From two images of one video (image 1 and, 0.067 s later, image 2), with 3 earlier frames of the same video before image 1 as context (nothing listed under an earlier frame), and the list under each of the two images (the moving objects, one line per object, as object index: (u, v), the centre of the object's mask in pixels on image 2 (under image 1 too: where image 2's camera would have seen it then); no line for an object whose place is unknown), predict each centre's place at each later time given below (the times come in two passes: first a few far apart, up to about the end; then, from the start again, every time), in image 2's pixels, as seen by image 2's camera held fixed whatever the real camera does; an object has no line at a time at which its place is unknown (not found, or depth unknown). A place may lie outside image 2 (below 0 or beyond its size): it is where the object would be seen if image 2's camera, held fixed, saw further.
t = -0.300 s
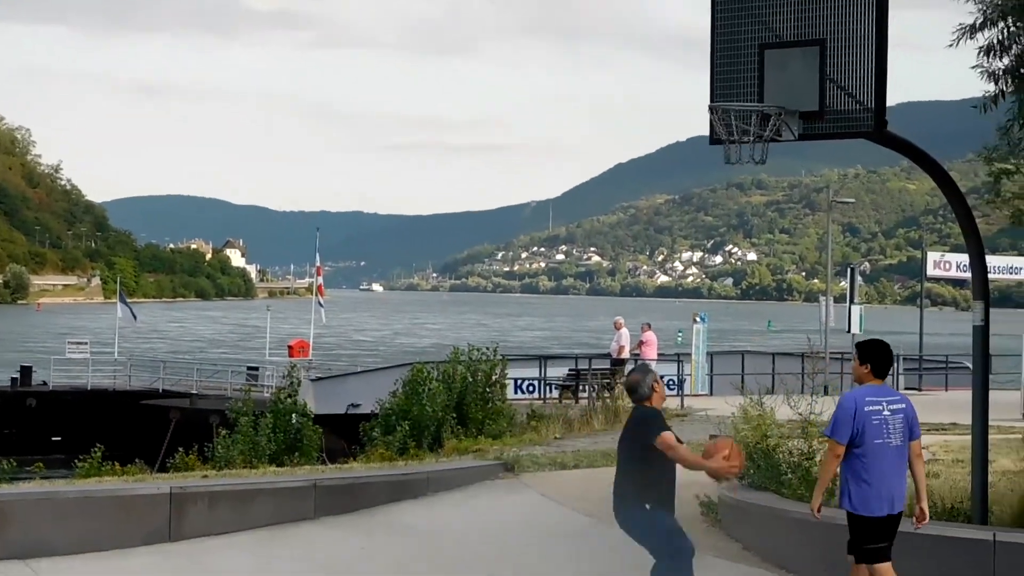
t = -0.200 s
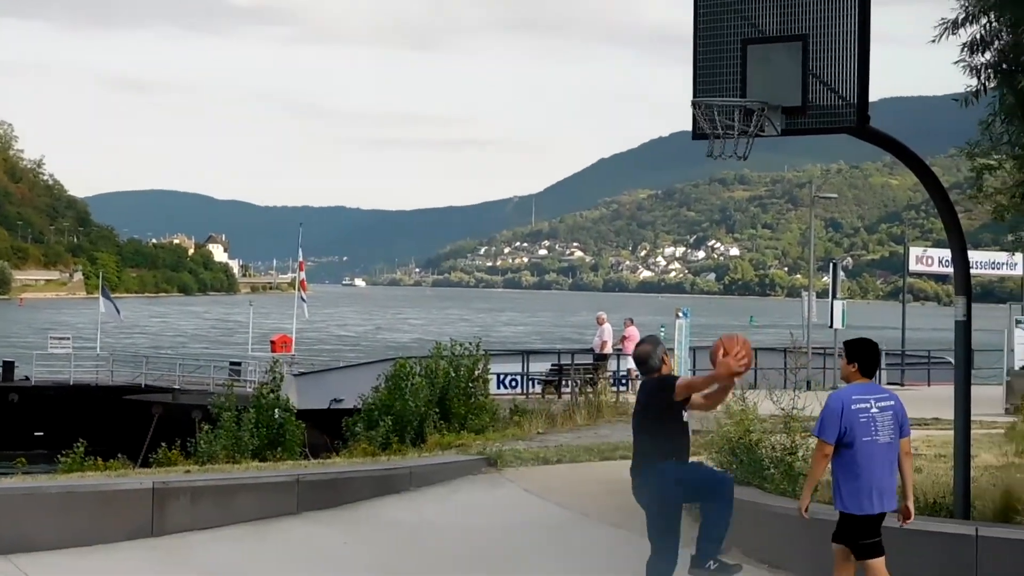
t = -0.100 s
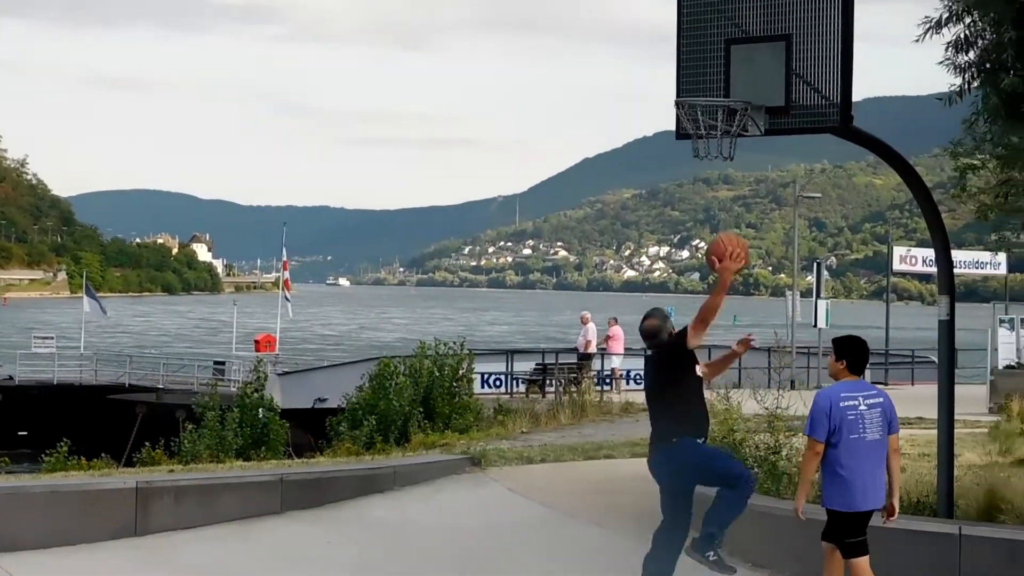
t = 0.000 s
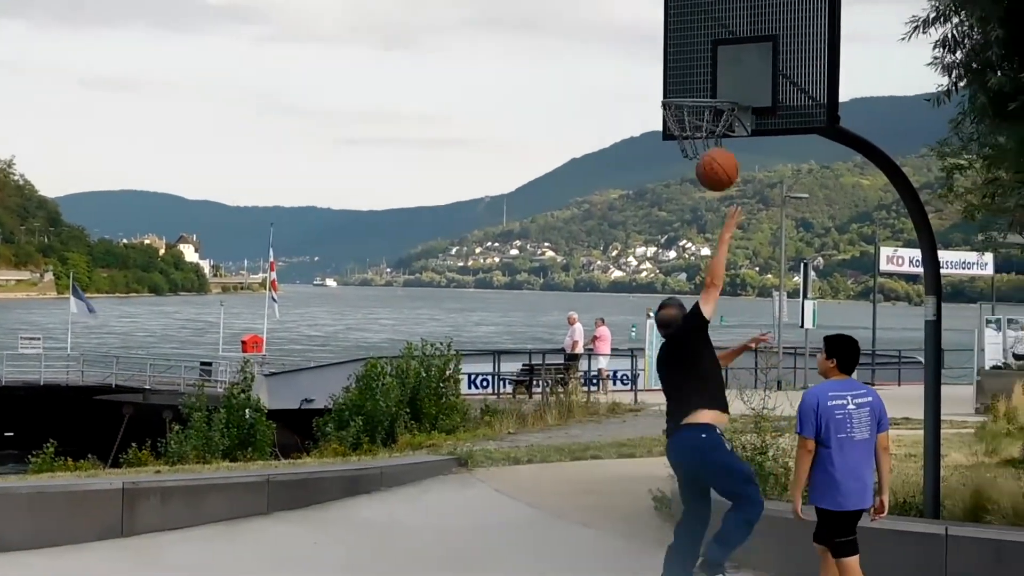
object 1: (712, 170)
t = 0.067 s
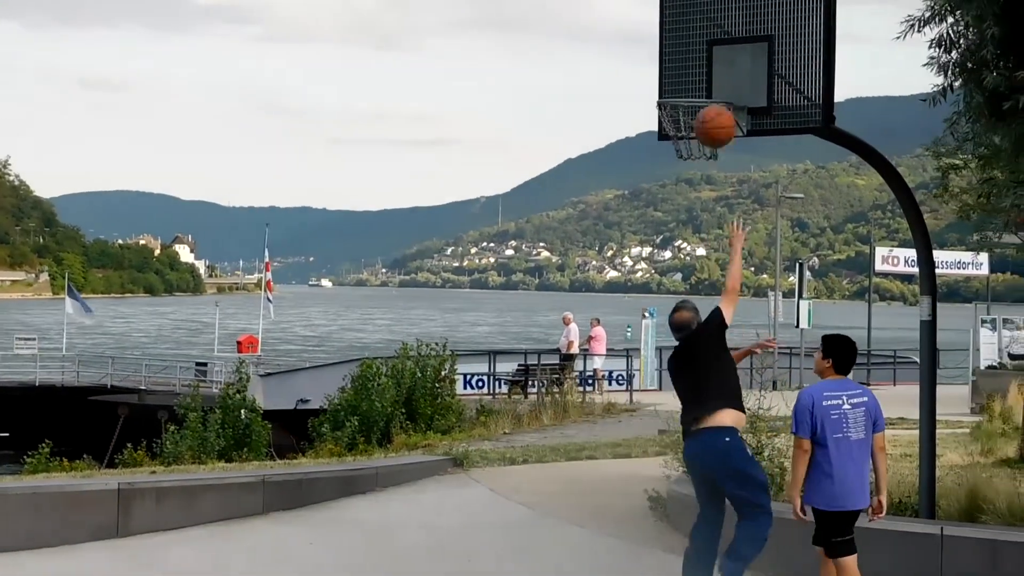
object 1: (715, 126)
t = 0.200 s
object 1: (720, 67)
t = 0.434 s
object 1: (724, 40)
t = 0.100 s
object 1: (716, 109)
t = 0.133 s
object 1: (718, 93)
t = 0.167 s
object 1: (719, 79)
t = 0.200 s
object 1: (720, 67)
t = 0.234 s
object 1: (720, 58)
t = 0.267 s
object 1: (721, 50)
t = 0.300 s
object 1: (722, 45)
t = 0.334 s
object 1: (723, 40)
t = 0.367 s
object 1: (723, 39)
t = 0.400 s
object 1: (724, 39)
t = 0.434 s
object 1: (724, 40)
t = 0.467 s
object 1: (724, 43)
